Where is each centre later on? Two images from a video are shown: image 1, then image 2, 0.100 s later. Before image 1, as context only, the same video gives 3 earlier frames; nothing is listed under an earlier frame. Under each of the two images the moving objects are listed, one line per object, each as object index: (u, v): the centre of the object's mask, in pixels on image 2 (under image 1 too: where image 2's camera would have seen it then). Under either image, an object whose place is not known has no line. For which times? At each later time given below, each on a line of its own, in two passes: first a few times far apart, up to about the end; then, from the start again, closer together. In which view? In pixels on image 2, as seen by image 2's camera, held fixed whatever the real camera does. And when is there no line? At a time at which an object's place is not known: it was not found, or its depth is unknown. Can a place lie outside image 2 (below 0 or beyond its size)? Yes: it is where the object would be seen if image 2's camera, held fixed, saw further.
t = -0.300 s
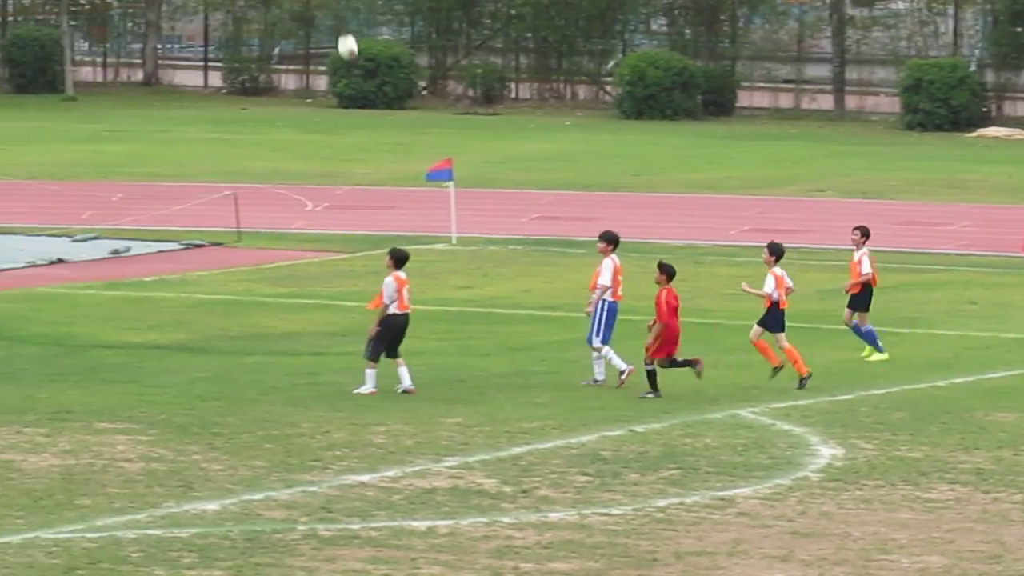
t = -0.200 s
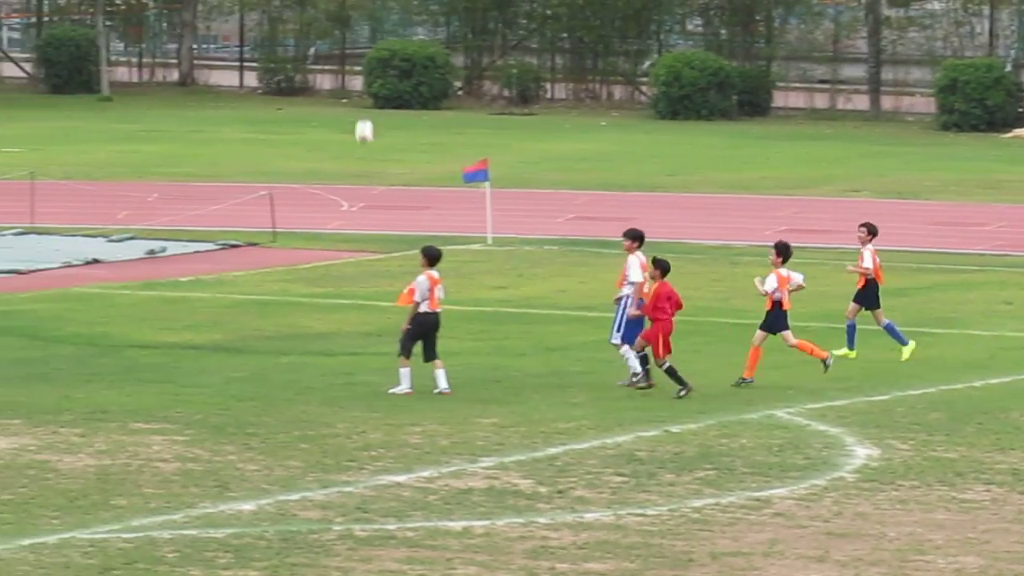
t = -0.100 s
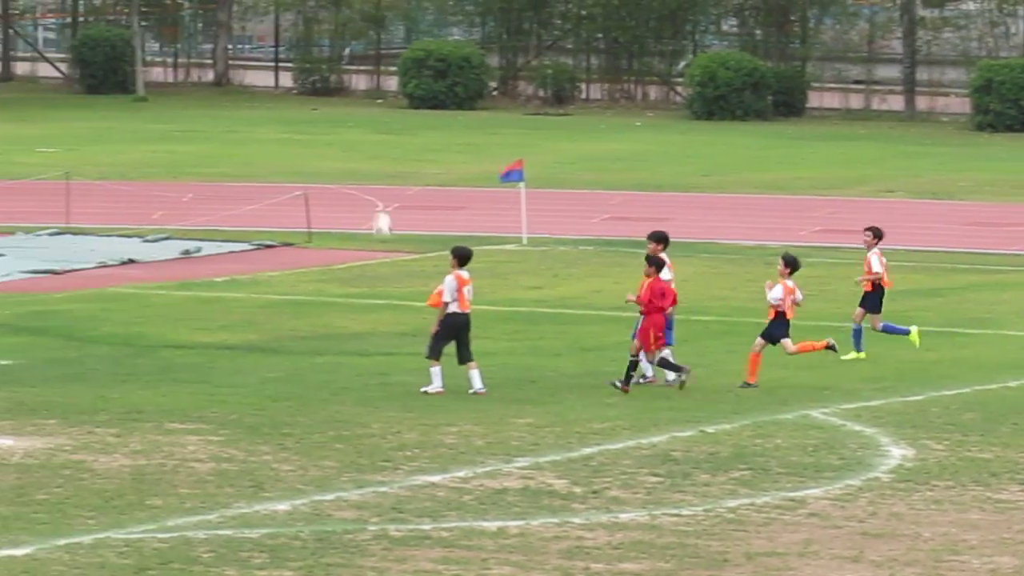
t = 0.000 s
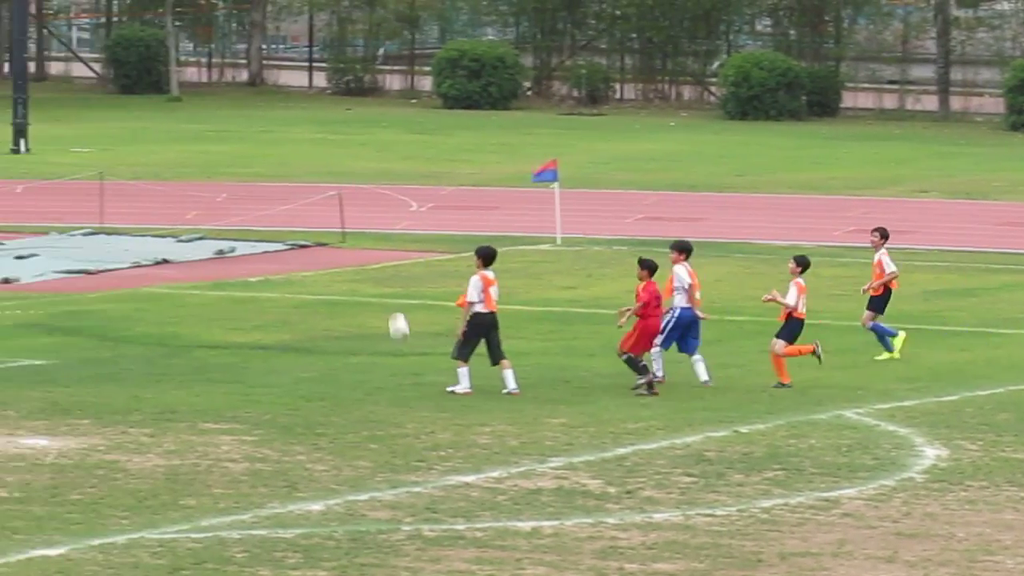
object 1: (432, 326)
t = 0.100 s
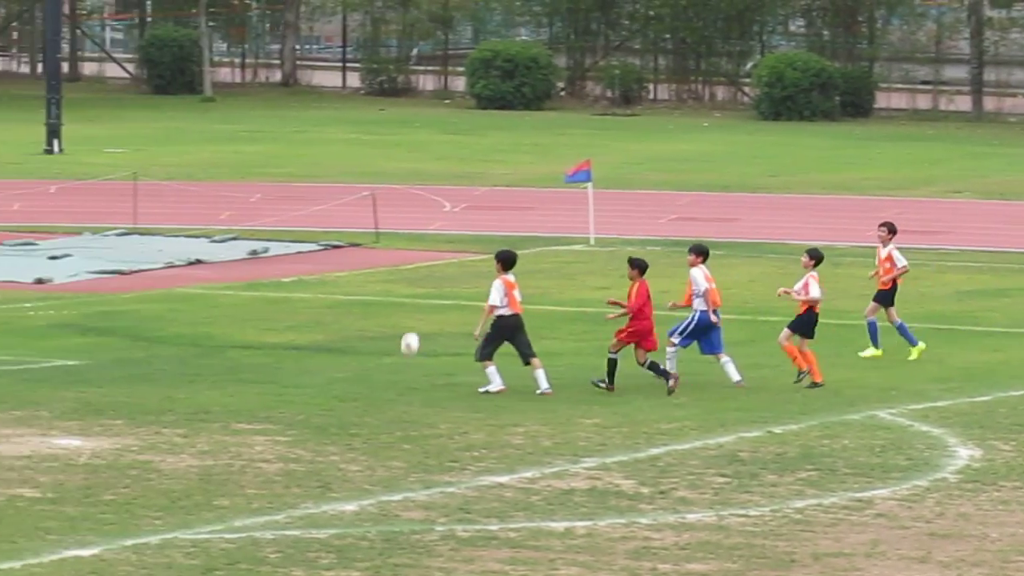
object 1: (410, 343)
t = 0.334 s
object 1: (344, 195)
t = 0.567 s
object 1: (276, 94)
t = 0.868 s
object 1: (186, 33)
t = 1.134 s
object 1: (105, 45)
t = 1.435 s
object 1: (10, 133)
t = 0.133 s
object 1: (402, 318)
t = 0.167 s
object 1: (392, 296)
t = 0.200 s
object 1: (382, 274)
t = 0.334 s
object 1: (344, 195)
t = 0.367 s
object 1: (334, 177)
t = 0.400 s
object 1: (326, 161)
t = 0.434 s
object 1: (315, 145)
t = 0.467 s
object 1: (305, 131)
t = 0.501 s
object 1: (295, 118)
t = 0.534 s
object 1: (286, 105)
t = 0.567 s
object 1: (276, 94)
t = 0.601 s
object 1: (266, 83)
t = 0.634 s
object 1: (257, 74)
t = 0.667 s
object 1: (247, 65)
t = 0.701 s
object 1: (236, 58)
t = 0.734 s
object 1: (226, 51)
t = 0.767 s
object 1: (217, 45)
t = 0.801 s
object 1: (207, 40)
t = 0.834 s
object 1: (197, 36)
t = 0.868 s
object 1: (186, 33)
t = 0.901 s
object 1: (176, 32)
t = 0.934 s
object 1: (166, 31)
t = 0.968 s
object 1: (155, 31)
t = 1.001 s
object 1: (146, 32)
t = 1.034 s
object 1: (136, 34)
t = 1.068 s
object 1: (126, 37)
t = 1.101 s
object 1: (115, 41)
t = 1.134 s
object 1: (105, 45)
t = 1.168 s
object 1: (95, 50)
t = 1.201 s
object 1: (83, 59)
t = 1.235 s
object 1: (73, 66)
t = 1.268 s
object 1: (63, 74)
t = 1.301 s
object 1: (53, 84)
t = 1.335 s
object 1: (42, 95)
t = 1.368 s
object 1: (32, 107)
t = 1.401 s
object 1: (22, 119)
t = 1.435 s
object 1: (10, 133)
